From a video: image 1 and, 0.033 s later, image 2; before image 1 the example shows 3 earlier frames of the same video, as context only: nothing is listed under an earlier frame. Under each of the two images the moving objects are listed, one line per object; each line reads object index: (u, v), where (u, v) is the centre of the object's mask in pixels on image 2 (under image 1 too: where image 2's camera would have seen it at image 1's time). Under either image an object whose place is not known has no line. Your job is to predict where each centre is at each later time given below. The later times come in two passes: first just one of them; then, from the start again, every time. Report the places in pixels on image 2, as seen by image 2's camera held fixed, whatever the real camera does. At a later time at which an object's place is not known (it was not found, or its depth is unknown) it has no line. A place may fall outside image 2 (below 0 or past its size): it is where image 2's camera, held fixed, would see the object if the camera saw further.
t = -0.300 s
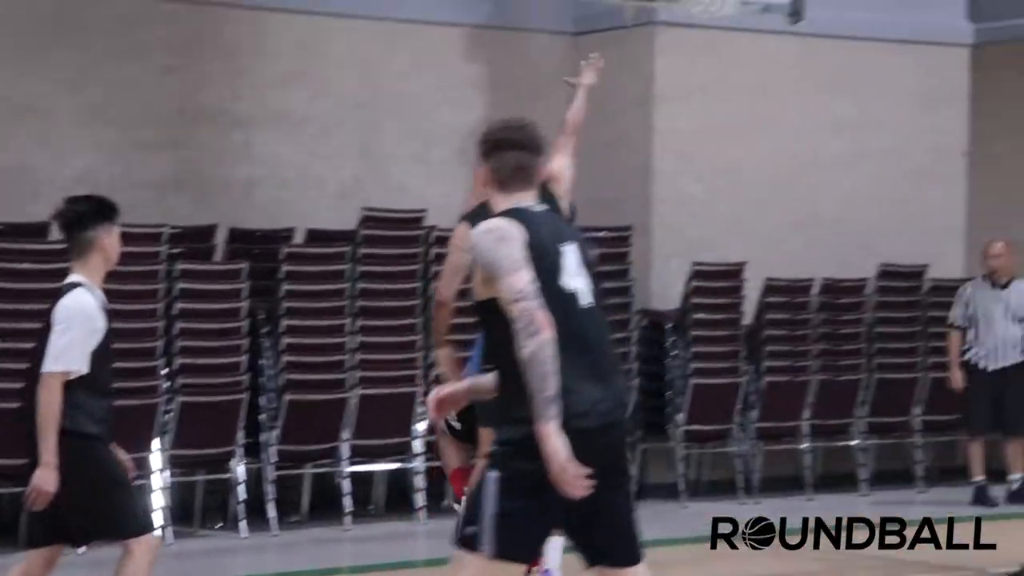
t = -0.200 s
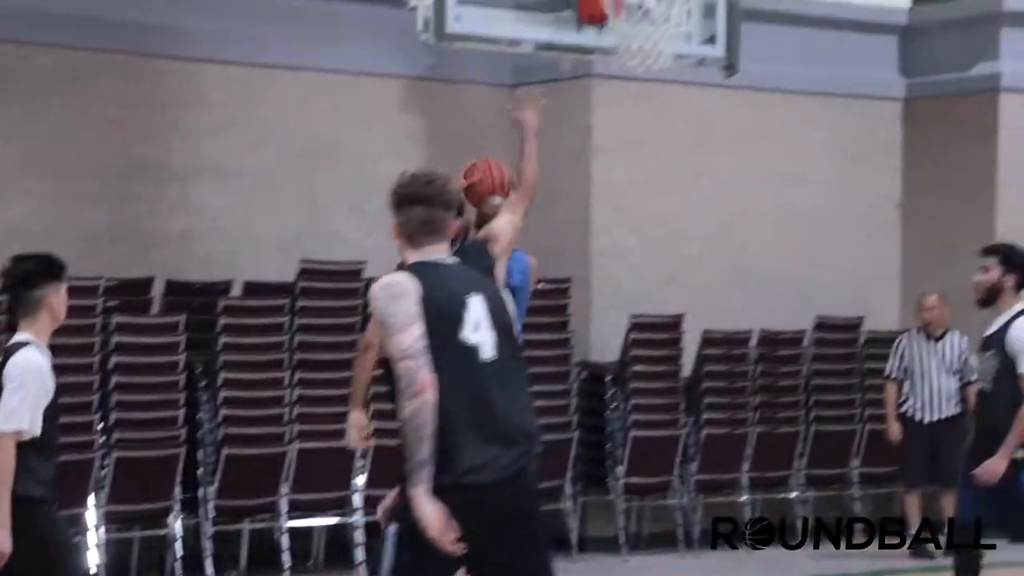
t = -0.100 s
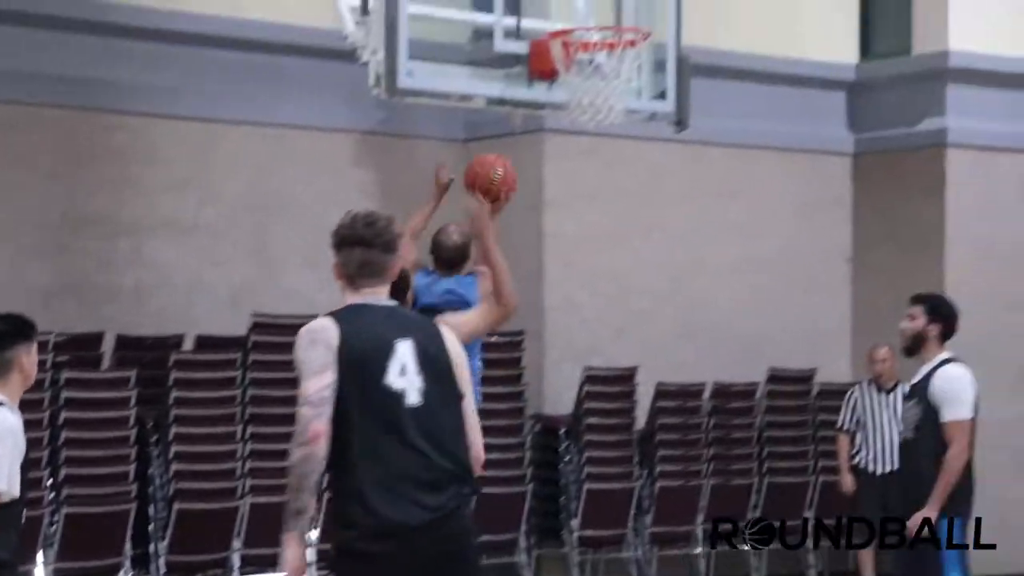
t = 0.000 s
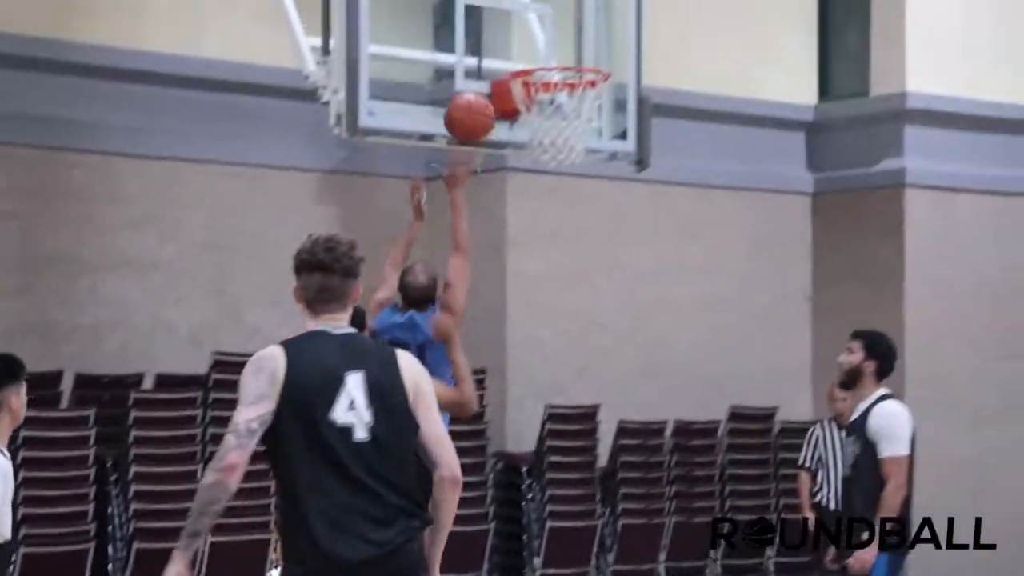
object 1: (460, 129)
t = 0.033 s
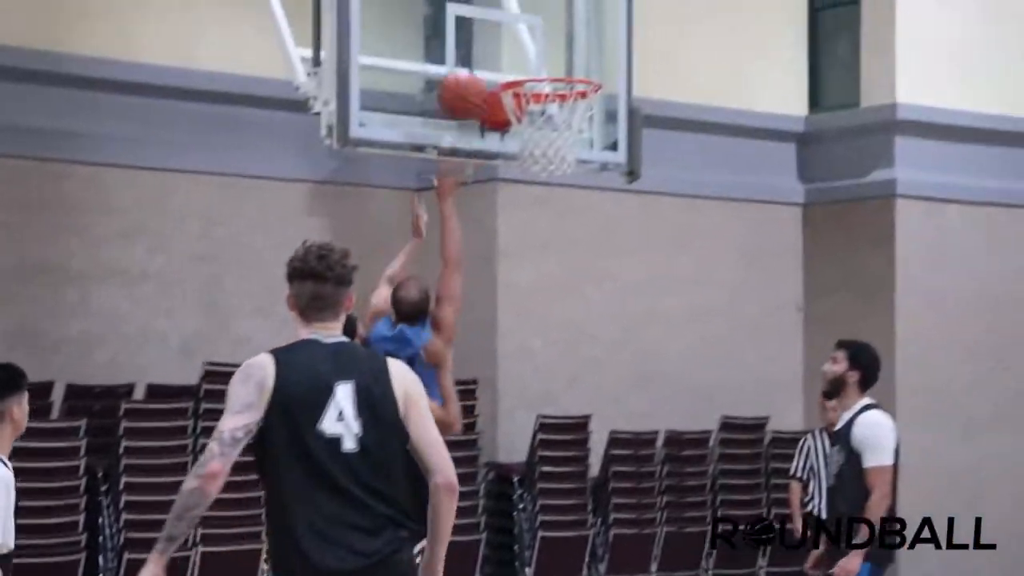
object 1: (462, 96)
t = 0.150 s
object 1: (471, 1)
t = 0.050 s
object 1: (464, 80)
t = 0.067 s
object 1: (465, 65)
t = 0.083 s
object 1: (466, 50)
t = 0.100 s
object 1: (468, 38)
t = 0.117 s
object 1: (469, 24)
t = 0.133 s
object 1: (470, 11)
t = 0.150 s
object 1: (471, 1)
